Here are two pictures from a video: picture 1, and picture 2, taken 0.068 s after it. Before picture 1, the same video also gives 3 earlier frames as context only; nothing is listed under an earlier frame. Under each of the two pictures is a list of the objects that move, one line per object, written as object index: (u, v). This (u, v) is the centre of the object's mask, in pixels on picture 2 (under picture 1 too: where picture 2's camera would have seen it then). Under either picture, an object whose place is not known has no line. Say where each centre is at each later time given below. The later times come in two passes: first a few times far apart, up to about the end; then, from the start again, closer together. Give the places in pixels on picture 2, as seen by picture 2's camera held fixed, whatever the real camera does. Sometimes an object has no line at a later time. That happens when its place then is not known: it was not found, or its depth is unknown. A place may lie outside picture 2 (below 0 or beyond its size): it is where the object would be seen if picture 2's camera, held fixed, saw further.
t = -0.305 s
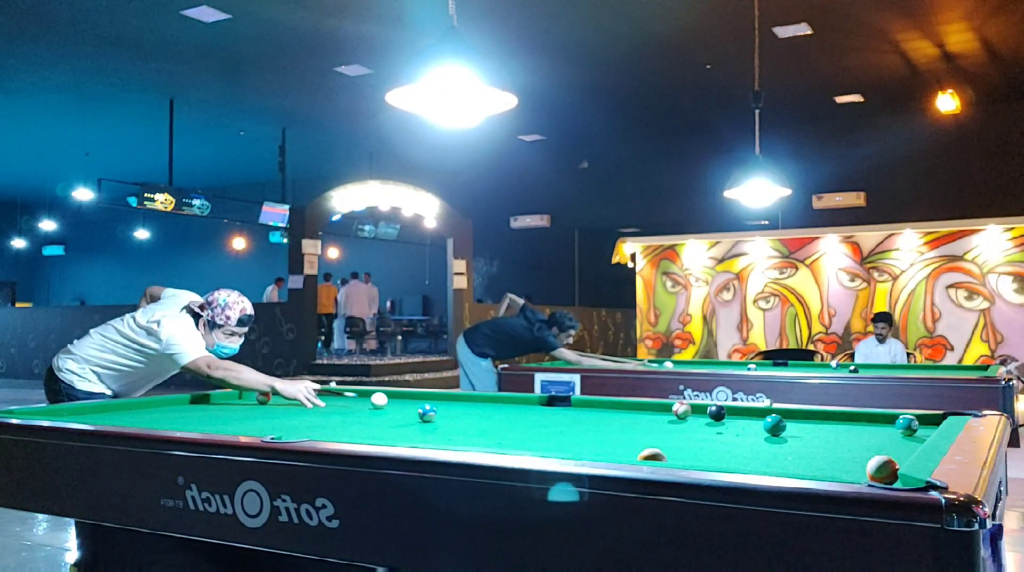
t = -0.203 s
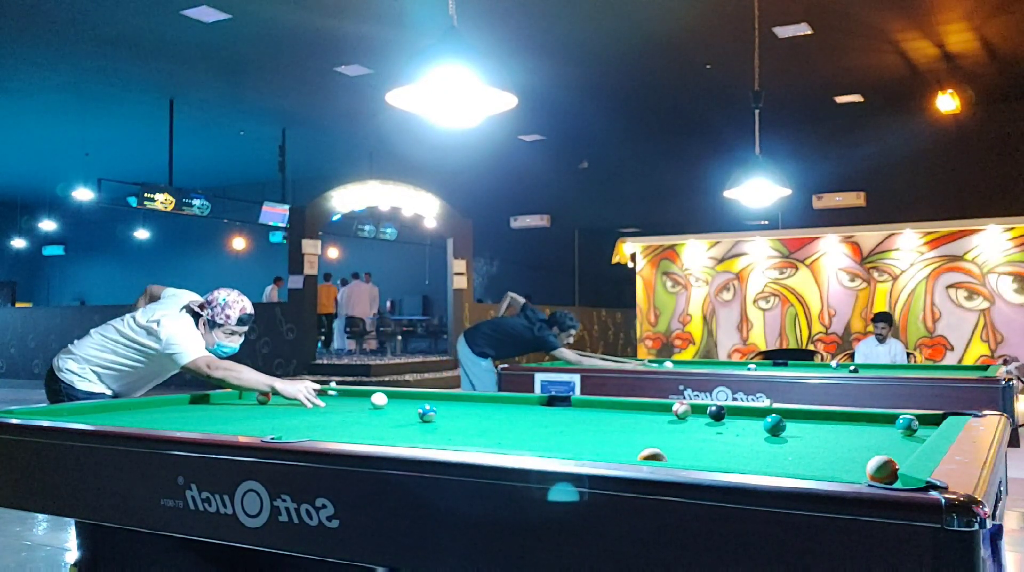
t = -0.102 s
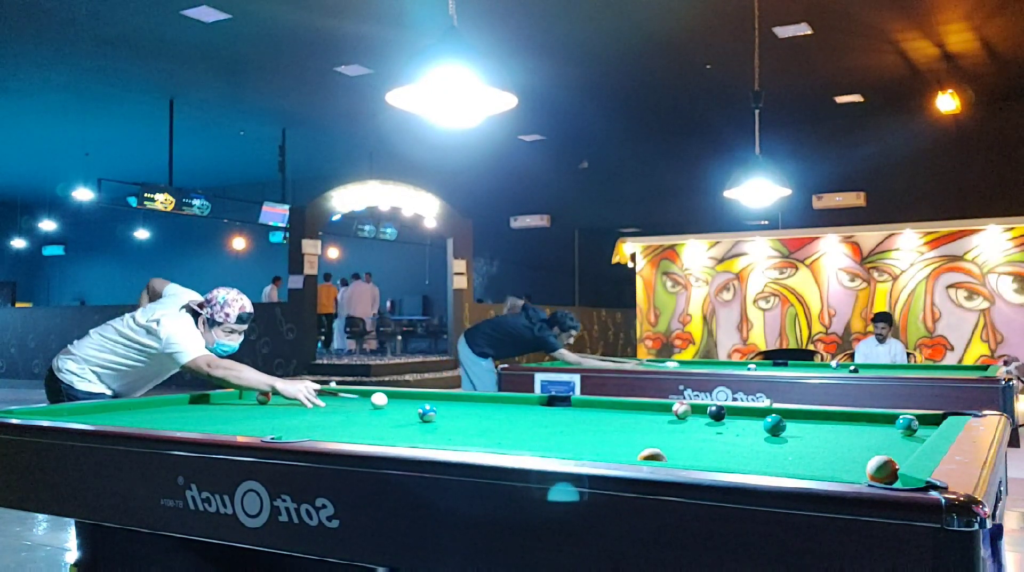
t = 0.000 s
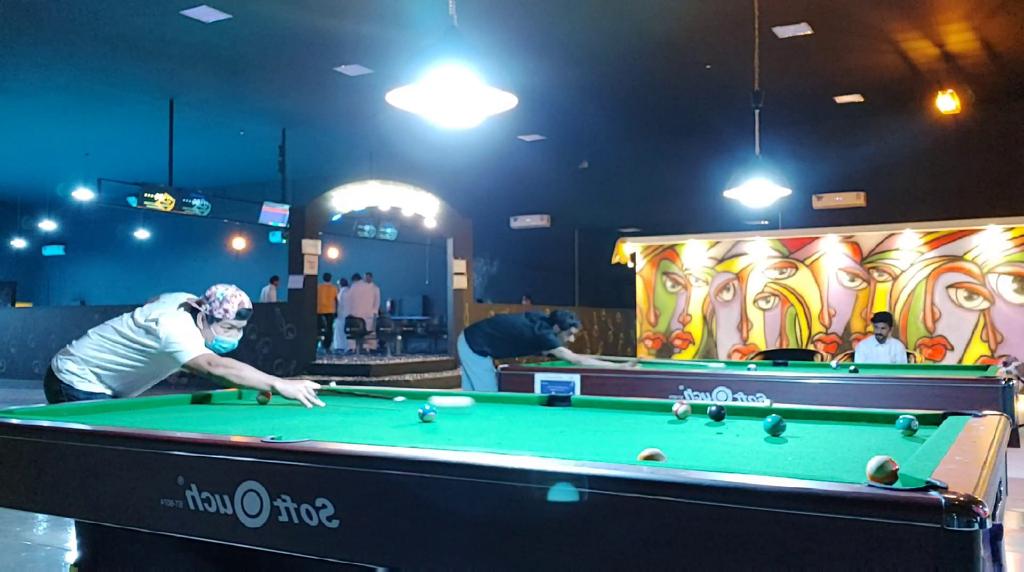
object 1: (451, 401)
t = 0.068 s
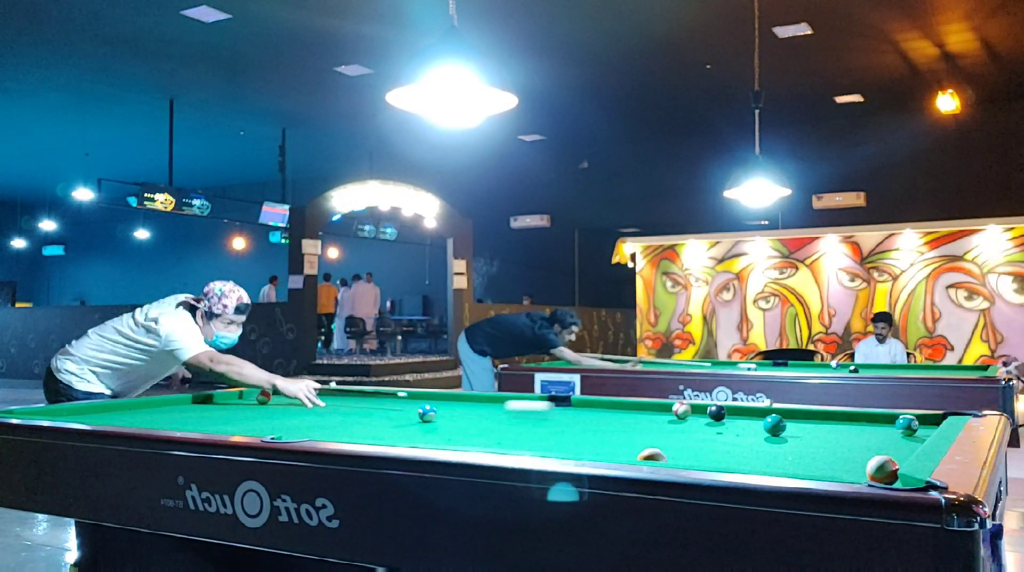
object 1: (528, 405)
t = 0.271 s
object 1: (776, 427)
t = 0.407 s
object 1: (893, 448)
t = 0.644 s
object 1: (736, 455)
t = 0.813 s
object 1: (674, 455)
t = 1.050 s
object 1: (639, 453)
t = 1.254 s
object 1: (615, 450)
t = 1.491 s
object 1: (590, 447)
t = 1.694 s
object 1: (572, 445)
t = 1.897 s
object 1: (556, 443)
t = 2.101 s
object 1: (542, 441)
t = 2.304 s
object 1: (528, 439)
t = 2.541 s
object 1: (514, 437)
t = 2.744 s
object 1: (505, 436)
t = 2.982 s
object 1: (494, 434)
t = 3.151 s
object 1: (487, 433)
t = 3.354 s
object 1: (481, 432)
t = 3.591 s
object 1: (475, 431)
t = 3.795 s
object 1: (471, 430)
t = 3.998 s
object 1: (467, 430)
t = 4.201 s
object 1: (463, 429)
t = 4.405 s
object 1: (461, 429)
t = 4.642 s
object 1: (459, 429)
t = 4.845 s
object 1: (459, 429)
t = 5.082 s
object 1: (459, 429)
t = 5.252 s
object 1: (459, 429)
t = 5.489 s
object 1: (459, 429)
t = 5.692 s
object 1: (459, 429)
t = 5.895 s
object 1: (460, 429)
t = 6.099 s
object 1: (460, 429)
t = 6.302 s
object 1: (459, 429)
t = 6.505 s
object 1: (459, 429)
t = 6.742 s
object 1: (459, 429)
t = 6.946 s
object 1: (459, 429)
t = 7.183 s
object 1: (460, 429)
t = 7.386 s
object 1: (460, 429)
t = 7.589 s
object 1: (459, 429)
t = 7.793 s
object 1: (459, 429)
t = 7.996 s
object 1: (460, 429)
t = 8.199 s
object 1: (460, 429)
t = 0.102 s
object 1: (569, 408)
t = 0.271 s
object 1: (776, 427)
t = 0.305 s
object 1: (801, 432)
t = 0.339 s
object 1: (830, 436)
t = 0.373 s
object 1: (859, 441)
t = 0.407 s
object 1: (893, 448)
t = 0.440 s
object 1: (884, 448)
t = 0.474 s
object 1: (856, 450)
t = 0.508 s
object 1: (828, 449)
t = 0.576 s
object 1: (781, 454)
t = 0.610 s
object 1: (758, 455)
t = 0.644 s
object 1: (736, 455)
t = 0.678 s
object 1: (716, 455)
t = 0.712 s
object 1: (696, 455)
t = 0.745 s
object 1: (679, 455)
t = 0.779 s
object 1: (677, 455)
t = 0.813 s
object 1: (674, 455)
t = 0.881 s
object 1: (664, 455)
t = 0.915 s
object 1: (657, 455)
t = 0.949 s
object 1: (652, 455)
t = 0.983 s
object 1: (647, 454)
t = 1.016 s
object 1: (643, 454)
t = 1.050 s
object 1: (639, 453)
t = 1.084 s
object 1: (635, 452)
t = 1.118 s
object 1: (631, 452)
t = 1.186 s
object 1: (623, 451)
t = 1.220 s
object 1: (619, 450)
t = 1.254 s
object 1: (615, 450)
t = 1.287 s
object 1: (611, 449)
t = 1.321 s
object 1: (608, 449)
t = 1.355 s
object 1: (604, 449)
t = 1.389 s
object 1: (601, 448)
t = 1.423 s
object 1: (598, 448)
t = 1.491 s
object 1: (590, 447)
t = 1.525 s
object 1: (587, 447)
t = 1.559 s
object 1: (584, 446)
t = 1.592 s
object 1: (581, 446)
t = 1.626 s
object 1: (578, 446)
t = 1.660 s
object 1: (575, 445)
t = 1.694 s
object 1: (572, 445)
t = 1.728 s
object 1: (569, 445)
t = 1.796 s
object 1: (564, 444)
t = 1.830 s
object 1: (561, 443)
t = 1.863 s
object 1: (559, 443)
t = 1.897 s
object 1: (556, 443)
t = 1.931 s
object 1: (553, 442)
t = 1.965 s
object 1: (551, 442)
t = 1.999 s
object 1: (548, 442)
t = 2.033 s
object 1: (546, 441)
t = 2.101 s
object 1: (542, 441)
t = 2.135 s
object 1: (539, 441)
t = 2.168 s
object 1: (537, 440)
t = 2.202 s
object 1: (534, 440)
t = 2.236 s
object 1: (532, 440)
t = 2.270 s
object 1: (530, 439)
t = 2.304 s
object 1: (528, 439)
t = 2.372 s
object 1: (524, 439)
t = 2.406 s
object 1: (522, 438)
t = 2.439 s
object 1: (520, 438)
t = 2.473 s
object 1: (518, 438)
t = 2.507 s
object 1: (516, 438)
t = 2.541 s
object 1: (514, 437)
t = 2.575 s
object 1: (513, 437)
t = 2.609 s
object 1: (511, 437)
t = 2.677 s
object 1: (508, 436)
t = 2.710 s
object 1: (506, 436)
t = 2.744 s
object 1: (505, 436)
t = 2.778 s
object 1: (503, 436)
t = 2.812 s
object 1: (502, 436)
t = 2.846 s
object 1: (500, 435)
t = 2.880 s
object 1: (498, 435)
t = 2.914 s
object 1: (497, 435)
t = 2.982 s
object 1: (494, 434)
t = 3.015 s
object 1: (492, 434)
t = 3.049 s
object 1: (491, 434)
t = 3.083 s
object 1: (490, 434)
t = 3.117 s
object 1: (488, 433)
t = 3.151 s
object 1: (487, 433)
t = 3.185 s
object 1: (487, 433)
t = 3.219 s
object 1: (485, 433)
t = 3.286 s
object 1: (483, 433)
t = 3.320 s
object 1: (482, 432)
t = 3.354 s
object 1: (481, 432)
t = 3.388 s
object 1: (480, 432)
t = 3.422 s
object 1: (479, 431)
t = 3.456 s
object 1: (478, 431)
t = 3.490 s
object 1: (477, 431)
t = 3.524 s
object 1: (476, 431)
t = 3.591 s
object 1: (475, 431)
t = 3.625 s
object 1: (474, 431)
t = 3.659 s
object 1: (473, 430)
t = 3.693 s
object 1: (473, 431)
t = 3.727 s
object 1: (472, 431)
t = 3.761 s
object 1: (471, 430)
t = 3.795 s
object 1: (471, 430)
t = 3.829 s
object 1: (470, 430)
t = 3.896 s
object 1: (469, 430)
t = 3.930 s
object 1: (468, 430)
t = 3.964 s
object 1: (467, 429)
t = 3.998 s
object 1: (467, 430)
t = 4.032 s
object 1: (466, 429)
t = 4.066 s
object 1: (465, 429)
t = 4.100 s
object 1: (465, 429)
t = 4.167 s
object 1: (464, 429)
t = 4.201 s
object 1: (463, 429)
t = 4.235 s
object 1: (464, 429)
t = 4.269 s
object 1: (463, 429)
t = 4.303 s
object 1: (463, 429)
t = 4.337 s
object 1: (462, 429)
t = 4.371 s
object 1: (462, 429)
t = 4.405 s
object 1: (461, 429)
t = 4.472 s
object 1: (461, 429)
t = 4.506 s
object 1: (461, 429)
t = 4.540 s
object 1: (460, 429)
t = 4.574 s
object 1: (460, 429)
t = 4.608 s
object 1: (460, 429)
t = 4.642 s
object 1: (459, 429)
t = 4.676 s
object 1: (459, 429)
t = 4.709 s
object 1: (459, 429)
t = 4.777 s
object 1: (459, 429)
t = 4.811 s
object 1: (459, 429)
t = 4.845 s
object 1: (459, 429)
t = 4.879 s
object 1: (459, 429)
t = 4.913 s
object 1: (459, 429)
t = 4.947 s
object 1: (459, 429)
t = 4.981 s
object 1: (459, 429)
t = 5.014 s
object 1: (459, 429)
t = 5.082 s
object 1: (459, 429)
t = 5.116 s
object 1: (459, 429)
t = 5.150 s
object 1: (459, 429)
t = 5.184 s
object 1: (459, 429)
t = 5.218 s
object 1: (459, 429)
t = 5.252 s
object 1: (459, 429)
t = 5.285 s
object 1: (459, 429)
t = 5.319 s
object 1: (459, 429)
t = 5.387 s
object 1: (459, 429)
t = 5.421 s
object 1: (459, 429)
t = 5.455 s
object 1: (459, 429)
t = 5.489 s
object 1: (459, 429)
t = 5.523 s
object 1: (459, 429)
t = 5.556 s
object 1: (460, 429)
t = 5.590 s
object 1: (459, 429)
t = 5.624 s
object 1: (459, 429)
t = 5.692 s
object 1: (459, 429)
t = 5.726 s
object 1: (459, 429)
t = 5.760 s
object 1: (459, 429)
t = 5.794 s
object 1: (460, 429)
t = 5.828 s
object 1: (460, 429)
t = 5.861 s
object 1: (460, 429)
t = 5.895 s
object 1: (460, 429)
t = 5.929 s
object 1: (459, 429)
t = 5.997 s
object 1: (459, 429)
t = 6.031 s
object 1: (460, 429)
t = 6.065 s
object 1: (459, 429)
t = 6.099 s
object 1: (460, 429)
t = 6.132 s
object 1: (460, 429)
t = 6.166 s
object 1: (460, 429)
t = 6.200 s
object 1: (460, 429)
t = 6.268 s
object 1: (459, 429)
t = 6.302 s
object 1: (459, 429)
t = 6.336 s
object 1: (459, 429)
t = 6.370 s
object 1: (460, 429)
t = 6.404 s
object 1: (459, 429)
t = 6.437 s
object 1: (460, 429)
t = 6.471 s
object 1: (459, 429)
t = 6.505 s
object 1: (459, 429)
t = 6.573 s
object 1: (460, 429)
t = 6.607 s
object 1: (460, 429)
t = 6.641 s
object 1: (459, 429)
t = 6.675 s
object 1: (459, 429)
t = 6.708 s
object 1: (460, 429)
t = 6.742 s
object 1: (459, 429)
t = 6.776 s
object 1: (460, 429)
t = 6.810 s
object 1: (459, 429)
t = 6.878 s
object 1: (460, 429)
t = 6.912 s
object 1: (459, 429)
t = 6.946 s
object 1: (459, 429)
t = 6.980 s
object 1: (459, 429)
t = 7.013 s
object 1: (459, 429)
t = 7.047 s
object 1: (459, 429)
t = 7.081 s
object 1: (459, 429)
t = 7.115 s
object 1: (460, 429)
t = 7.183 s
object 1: (460, 429)
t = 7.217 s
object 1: (459, 429)
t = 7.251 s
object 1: (459, 429)
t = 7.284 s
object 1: (460, 429)
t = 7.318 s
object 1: (459, 429)
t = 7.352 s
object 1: (459, 429)
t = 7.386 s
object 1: (460, 429)
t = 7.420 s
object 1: (459, 429)
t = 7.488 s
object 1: (459, 429)
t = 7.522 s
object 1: (459, 429)
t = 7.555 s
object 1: (459, 429)
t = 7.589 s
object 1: (459, 429)
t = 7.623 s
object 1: (459, 429)
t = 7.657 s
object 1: (459, 429)
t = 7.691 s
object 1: (459, 429)
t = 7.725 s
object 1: (459, 429)
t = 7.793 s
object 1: (459, 429)
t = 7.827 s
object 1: (460, 429)
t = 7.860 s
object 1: (460, 429)
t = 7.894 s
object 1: (460, 429)
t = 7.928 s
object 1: (459, 429)
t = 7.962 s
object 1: (459, 429)
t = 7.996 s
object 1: (460, 429)
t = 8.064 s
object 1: (459, 429)
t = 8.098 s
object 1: (460, 429)
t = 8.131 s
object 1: (460, 429)
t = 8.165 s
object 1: (460, 429)
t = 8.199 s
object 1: (460, 429)
